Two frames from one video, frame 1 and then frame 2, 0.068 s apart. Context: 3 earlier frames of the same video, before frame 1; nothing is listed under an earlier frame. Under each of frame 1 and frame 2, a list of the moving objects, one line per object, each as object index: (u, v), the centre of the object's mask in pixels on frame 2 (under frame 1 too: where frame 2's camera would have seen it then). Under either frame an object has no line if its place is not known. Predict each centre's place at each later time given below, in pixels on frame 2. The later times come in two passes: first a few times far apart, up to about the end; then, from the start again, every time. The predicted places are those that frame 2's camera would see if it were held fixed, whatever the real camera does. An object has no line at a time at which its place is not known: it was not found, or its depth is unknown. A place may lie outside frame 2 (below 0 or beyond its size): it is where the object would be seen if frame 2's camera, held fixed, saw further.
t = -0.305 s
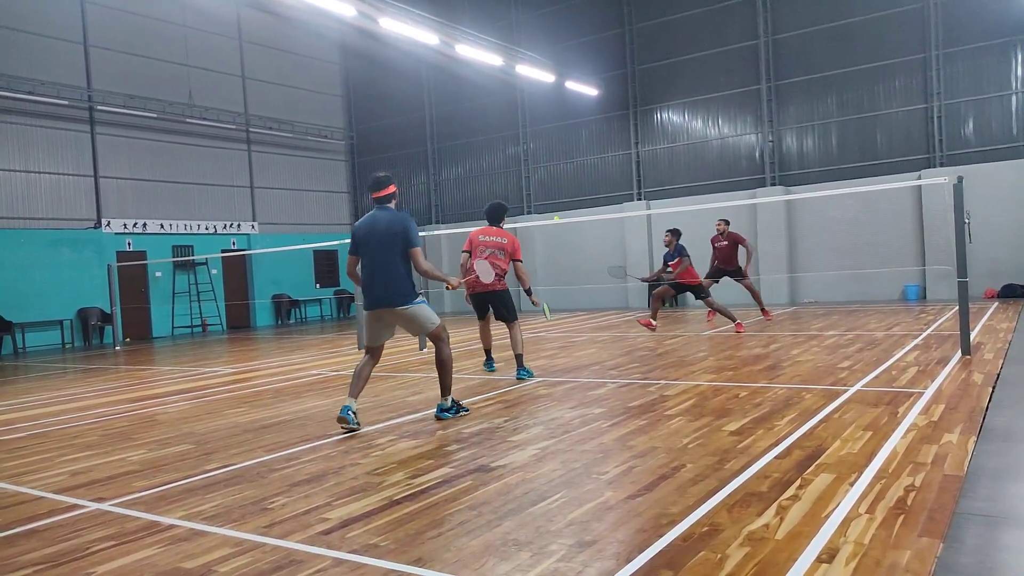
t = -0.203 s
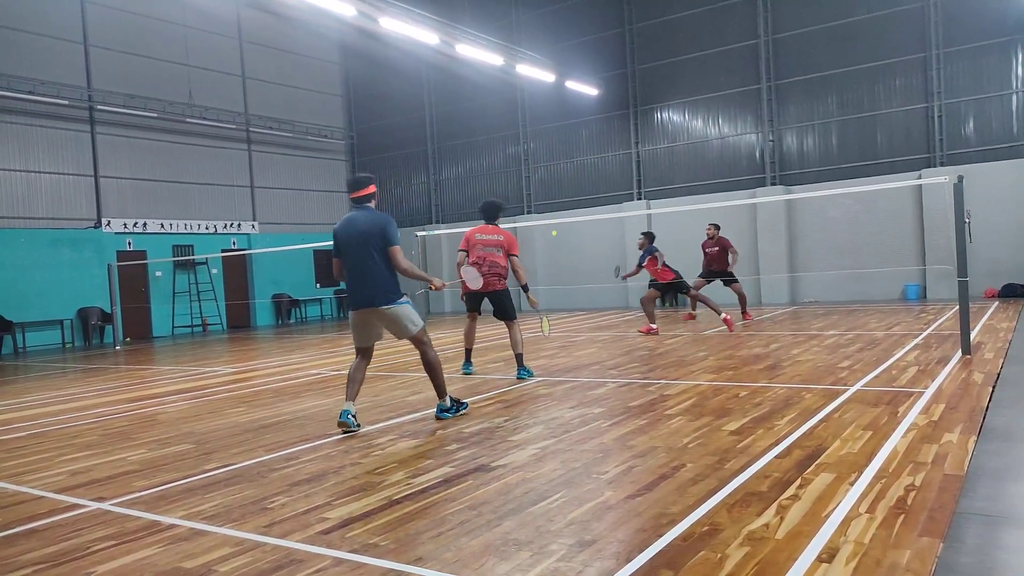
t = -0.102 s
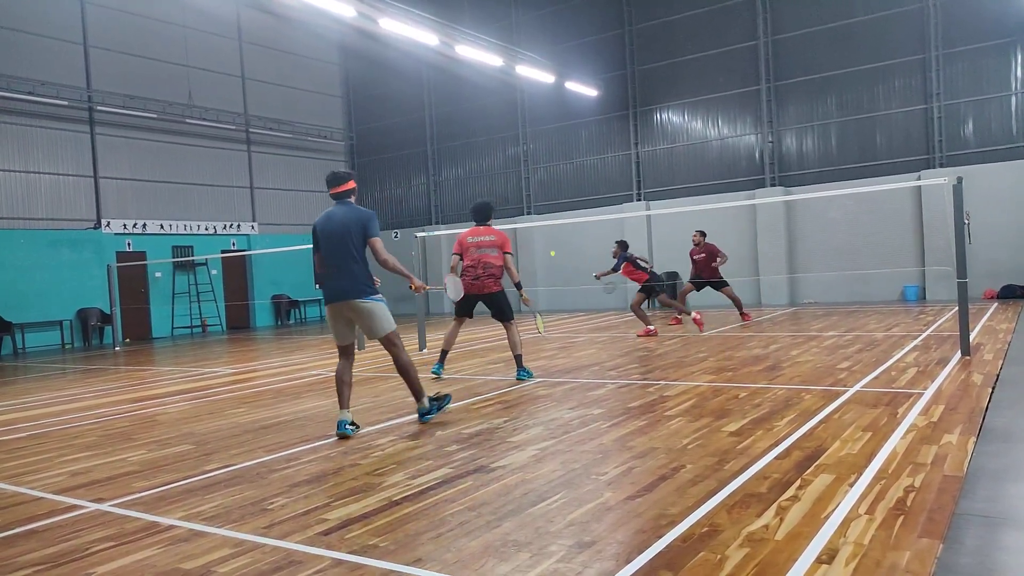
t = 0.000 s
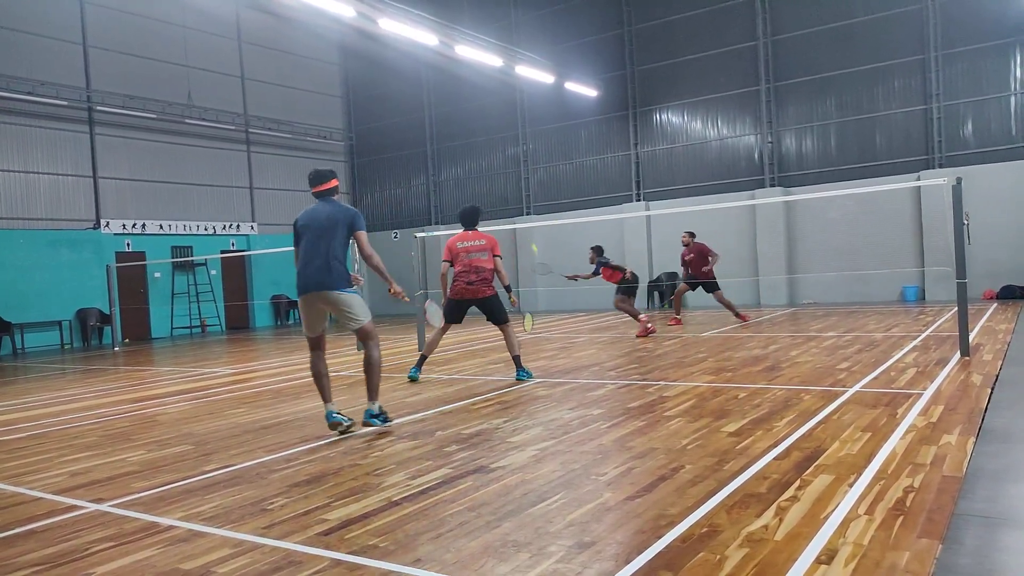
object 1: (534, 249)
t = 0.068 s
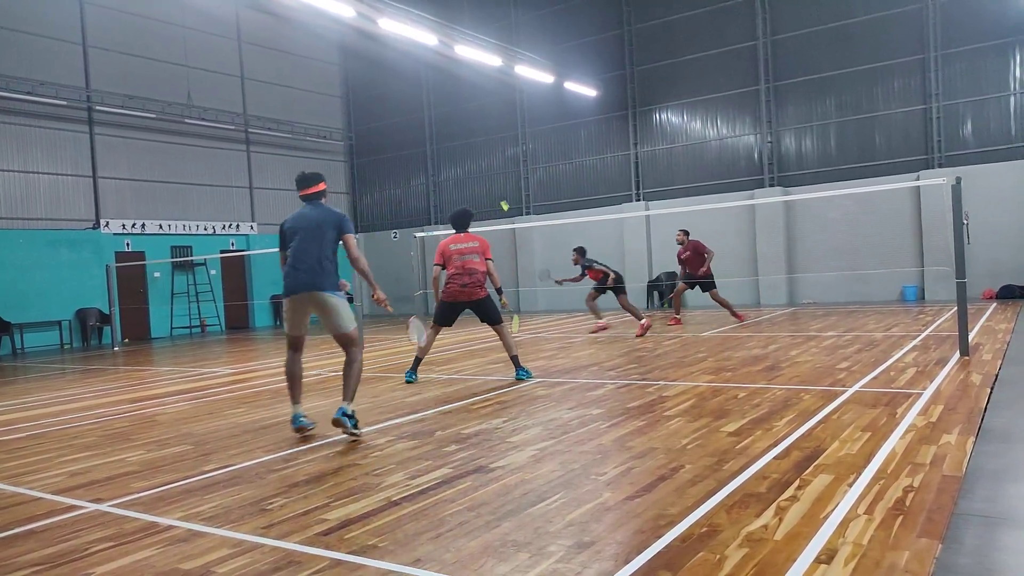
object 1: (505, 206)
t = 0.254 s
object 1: (441, 115)
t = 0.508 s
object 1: (365, 47)
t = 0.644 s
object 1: (327, 34)
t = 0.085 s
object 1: (499, 196)
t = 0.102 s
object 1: (494, 186)
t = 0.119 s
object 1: (489, 176)
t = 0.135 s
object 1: (483, 167)
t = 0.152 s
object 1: (477, 159)
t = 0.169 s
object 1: (470, 151)
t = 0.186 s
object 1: (464, 143)
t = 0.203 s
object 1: (458, 137)
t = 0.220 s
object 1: (453, 130)
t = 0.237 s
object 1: (447, 122)
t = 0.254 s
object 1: (441, 115)
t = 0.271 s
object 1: (436, 109)
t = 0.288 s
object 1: (430, 102)
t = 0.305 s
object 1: (426, 97)
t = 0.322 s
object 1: (421, 91)
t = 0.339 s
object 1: (415, 86)
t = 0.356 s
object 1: (410, 81)
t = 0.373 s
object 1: (405, 76)
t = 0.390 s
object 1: (399, 71)
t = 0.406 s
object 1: (394, 67)
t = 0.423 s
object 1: (389, 63)
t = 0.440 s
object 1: (384, 59)
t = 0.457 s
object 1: (380, 56)
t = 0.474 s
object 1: (375, 53)
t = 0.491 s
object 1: (370, 50)
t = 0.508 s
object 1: (365, 47)
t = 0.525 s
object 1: (360, 44)
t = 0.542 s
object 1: (355, 42)
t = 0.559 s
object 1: (351, 40)
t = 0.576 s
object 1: (345, 38)
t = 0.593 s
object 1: (341, 37)
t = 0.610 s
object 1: (337, 36)
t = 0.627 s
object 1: (332, 35)
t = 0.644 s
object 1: (327, 34)
